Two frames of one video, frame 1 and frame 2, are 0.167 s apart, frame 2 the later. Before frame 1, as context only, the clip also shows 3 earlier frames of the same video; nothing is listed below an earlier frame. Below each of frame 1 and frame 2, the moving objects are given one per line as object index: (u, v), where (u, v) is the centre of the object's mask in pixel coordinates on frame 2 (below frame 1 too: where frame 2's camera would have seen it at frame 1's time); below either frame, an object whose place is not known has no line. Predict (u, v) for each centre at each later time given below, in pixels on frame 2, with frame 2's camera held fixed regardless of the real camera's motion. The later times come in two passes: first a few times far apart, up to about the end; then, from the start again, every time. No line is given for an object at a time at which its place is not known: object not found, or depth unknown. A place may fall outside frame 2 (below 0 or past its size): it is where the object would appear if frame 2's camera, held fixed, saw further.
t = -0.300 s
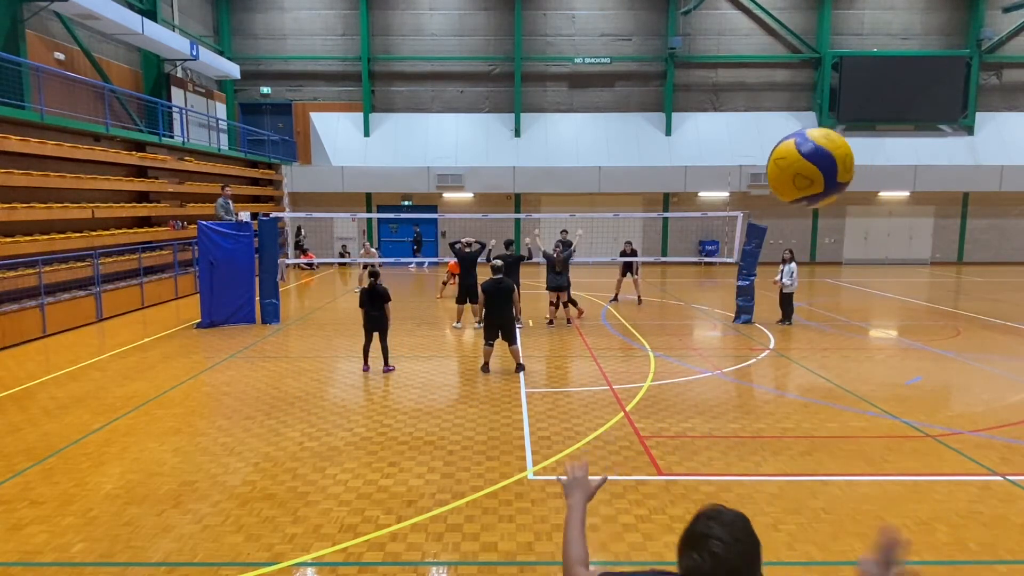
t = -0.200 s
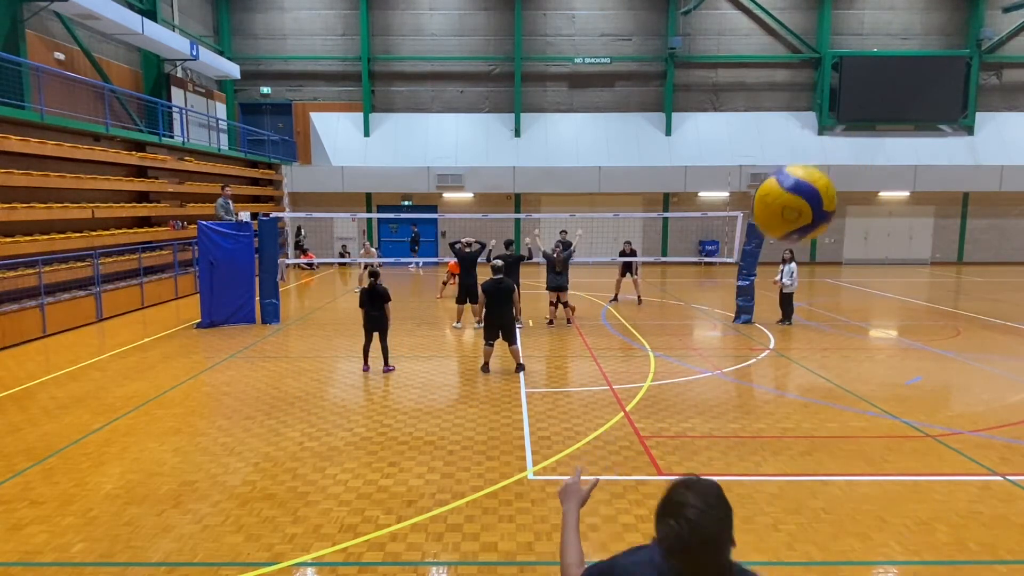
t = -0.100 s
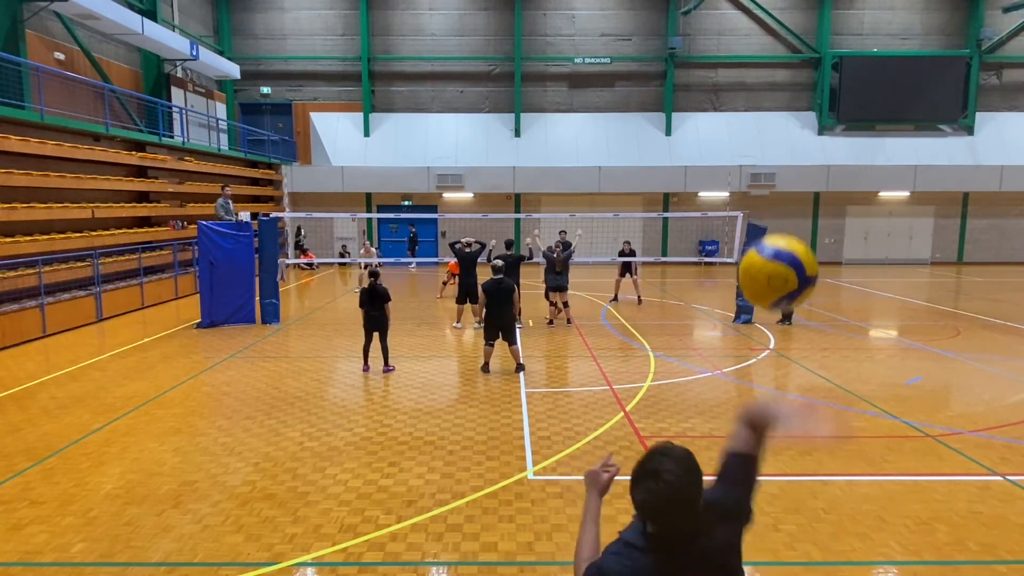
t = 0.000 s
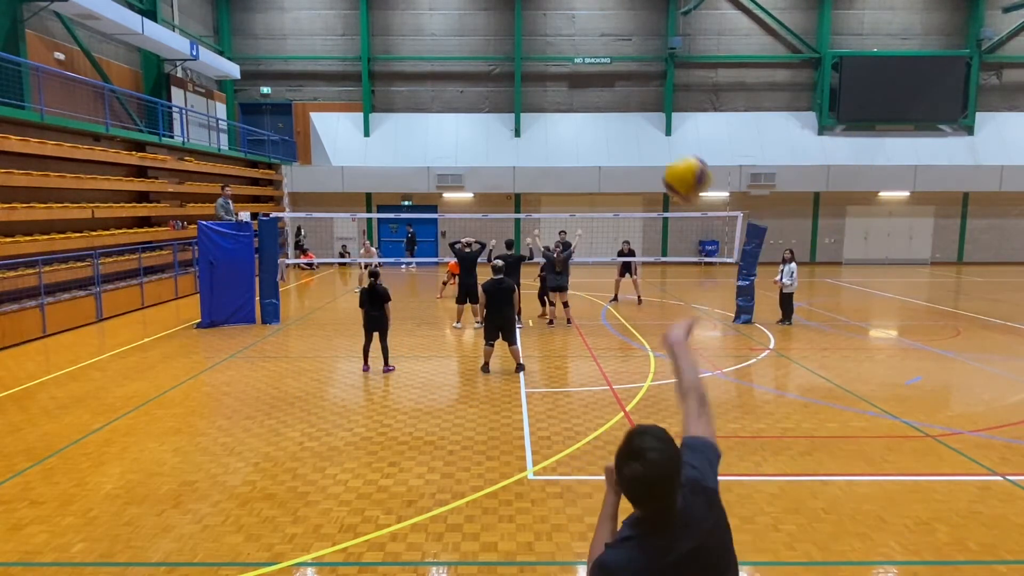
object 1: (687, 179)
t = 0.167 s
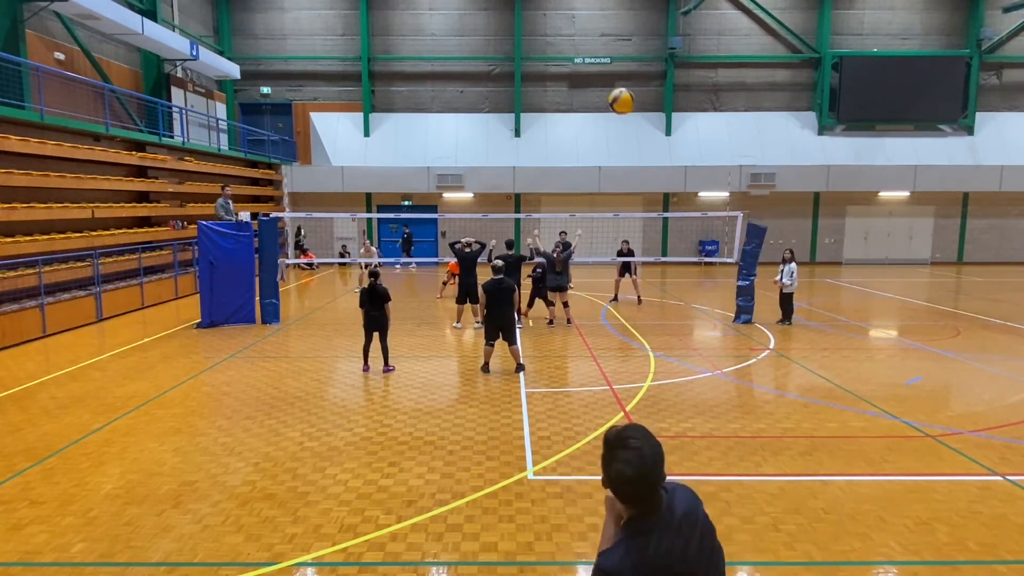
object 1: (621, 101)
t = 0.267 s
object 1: (604, 93)
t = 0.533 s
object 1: (581, 113)
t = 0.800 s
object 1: (573, 154)
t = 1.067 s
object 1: (565, 202)
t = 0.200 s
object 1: (615, 97)
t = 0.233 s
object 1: (609, 94)
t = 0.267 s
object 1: (604, 93)
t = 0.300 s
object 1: (600, 94)
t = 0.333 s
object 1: (596, 94)
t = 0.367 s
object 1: (593, 96)
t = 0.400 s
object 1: (590, 99)
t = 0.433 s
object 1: (587, 101)
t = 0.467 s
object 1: (584, 105)
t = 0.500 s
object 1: (583, 109)
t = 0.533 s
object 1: (581, 113)
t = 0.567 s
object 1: (580, 118)
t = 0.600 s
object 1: (579, 123)
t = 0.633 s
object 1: (578, 128)
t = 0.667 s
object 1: (576, 133)
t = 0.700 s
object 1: (576, 138)
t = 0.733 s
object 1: (575, 144)
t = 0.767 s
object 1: (574, 149)
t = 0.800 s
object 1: (573, 154)
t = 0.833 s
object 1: (572, 160)
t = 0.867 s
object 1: (571, 166)
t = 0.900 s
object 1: (569, 172)
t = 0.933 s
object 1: (569, 178)
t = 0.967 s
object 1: (568, 184)
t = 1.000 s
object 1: (567, 190)
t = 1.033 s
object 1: (566, 196)
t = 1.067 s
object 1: (565, 202)
